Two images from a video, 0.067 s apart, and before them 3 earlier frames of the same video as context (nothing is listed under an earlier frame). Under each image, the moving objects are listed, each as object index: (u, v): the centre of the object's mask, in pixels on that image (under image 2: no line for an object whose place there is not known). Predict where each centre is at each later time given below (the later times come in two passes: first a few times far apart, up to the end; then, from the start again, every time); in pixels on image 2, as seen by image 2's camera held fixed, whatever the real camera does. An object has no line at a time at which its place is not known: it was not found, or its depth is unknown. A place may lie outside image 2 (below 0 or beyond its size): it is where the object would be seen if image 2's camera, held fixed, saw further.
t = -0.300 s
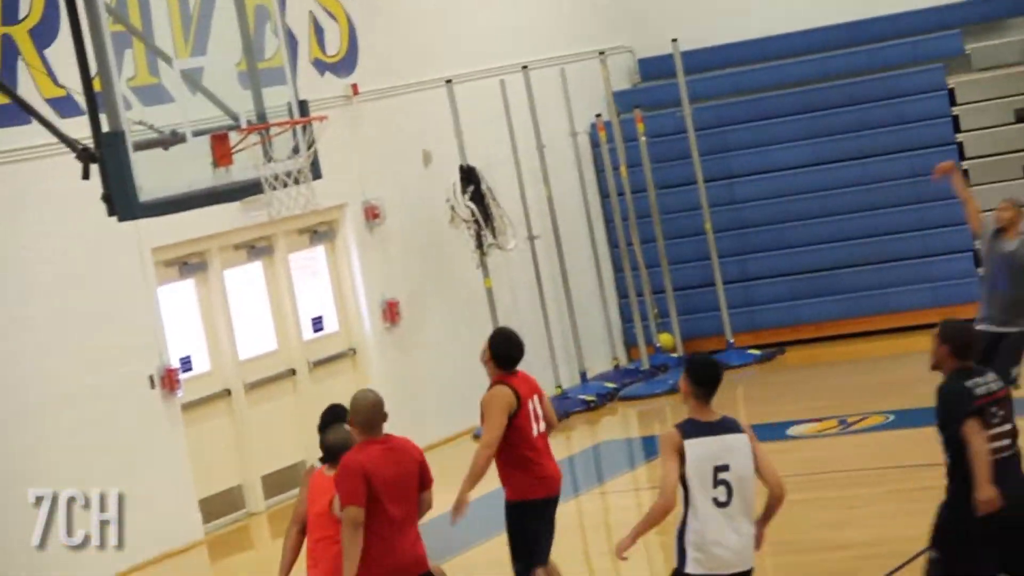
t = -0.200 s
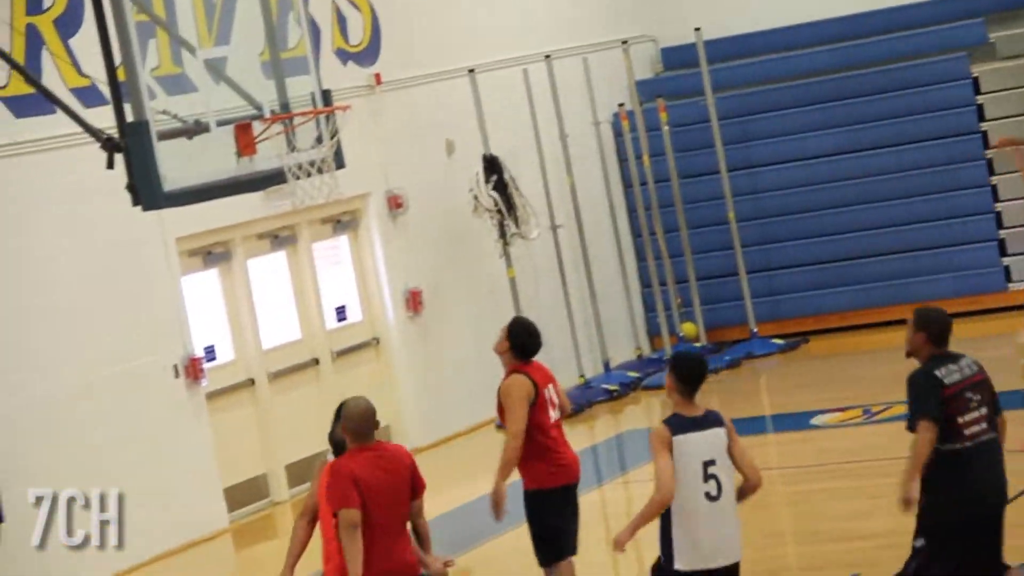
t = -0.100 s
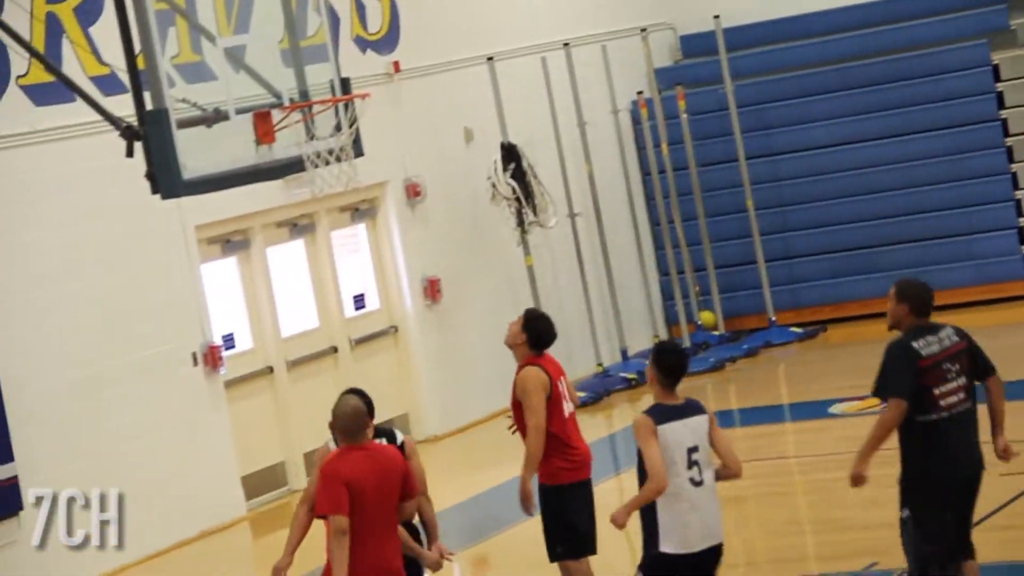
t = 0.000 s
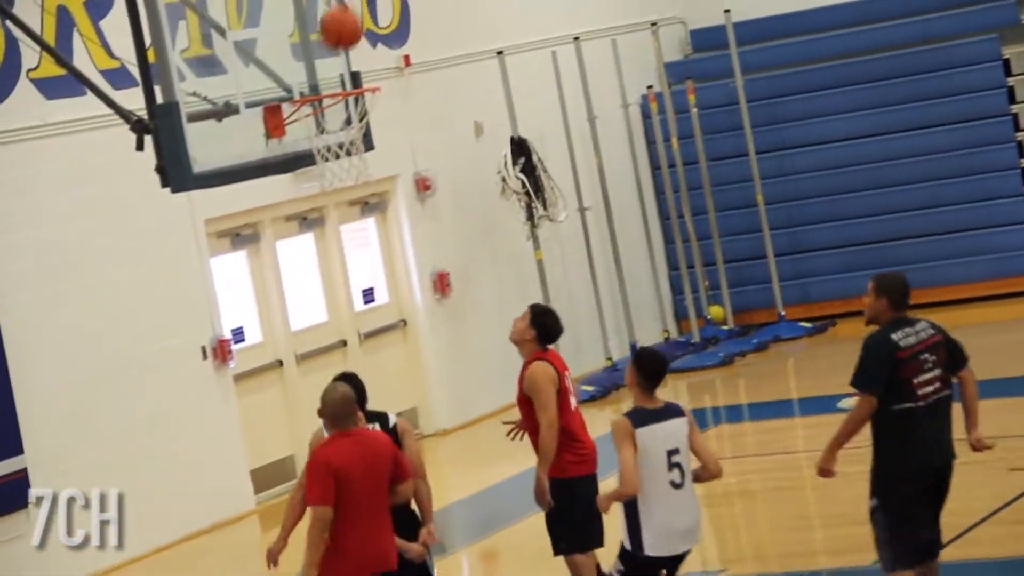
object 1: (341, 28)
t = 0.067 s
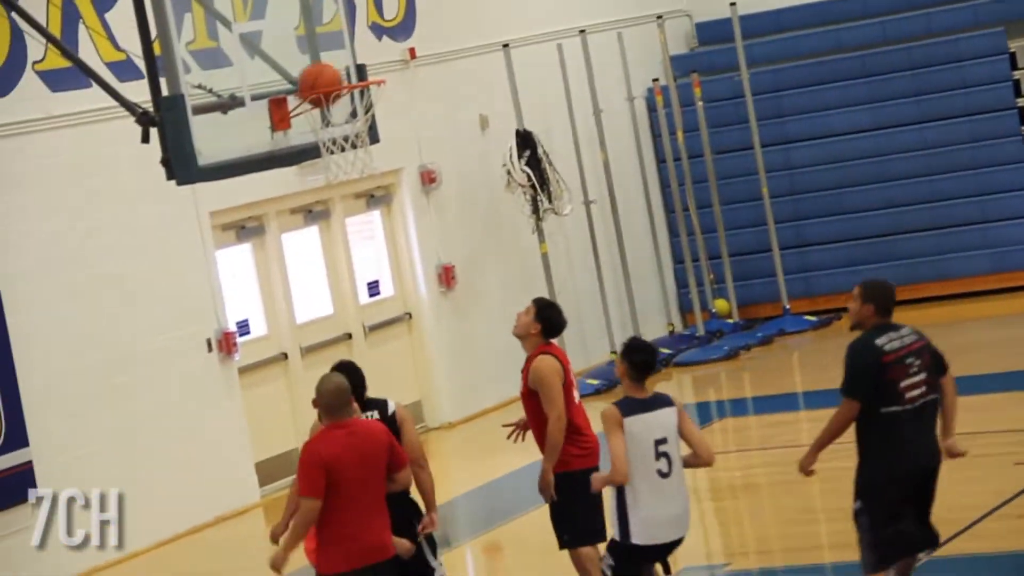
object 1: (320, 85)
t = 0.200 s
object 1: (321, 114)
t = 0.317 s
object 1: (353, 172)
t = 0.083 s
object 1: (330, 85)
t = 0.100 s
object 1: (345, 86)
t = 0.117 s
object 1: (357, 88)
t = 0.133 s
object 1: (356, 90)
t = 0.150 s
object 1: (346, 95)
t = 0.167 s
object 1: (335, 100)
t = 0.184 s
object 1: (326, 108)
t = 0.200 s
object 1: (321, 114)
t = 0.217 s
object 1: (324, 122)
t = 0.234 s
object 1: (328, 128)
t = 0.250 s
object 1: (332, 135)
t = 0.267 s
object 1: (336, 142)
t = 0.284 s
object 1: (342, 149)
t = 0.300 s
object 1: (347, 156)
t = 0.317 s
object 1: (353, 172)
